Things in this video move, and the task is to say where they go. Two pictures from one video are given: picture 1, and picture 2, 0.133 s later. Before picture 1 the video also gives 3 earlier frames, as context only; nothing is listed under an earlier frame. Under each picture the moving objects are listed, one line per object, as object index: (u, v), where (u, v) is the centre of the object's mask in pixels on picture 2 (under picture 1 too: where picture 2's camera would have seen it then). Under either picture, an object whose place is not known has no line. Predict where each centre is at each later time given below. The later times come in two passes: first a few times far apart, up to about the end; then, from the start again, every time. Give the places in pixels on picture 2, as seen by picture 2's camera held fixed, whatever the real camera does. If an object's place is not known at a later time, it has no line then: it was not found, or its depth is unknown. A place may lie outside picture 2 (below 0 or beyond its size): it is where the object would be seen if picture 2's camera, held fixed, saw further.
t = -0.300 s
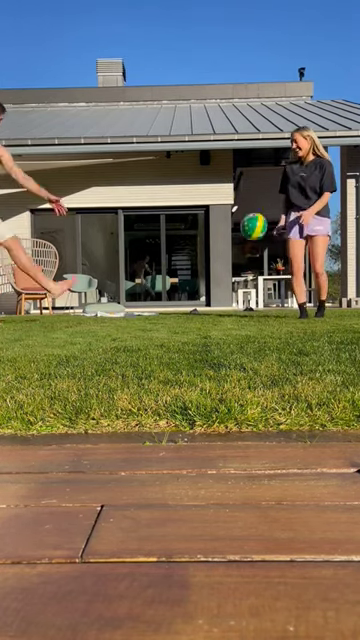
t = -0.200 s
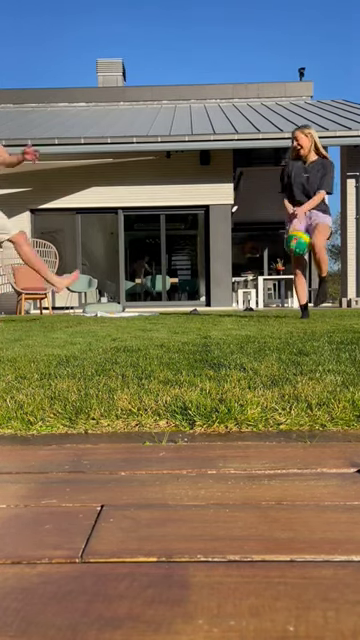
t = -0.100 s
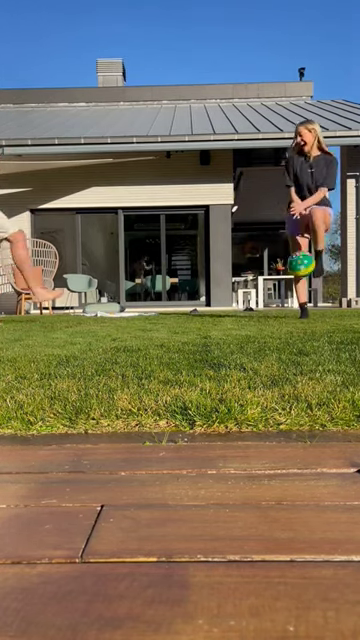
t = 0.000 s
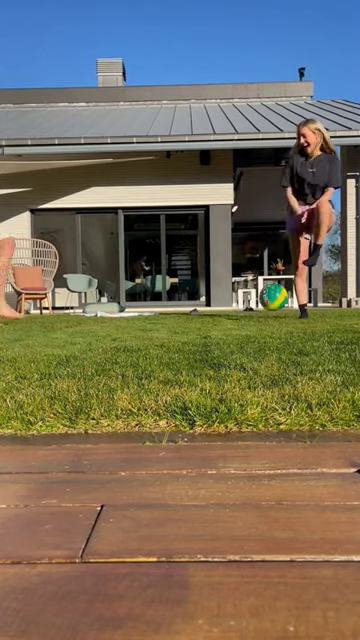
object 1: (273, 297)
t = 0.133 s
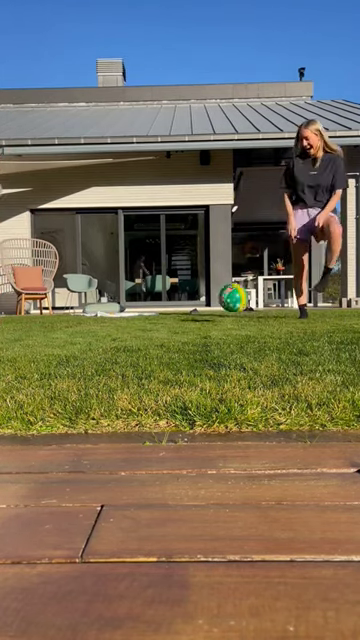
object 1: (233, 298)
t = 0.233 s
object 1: (201, 291)
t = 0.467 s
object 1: (121, 311)
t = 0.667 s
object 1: (54, 301)
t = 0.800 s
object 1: (10, 316)
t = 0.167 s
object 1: (222, 294)
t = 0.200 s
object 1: (212, 291)
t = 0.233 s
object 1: (201, 291)
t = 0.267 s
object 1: (191, 291)
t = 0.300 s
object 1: (179, 293)
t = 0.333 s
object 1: (168, 297)
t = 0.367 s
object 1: (157, 302)
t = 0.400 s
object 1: (144, 309)
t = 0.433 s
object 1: (133, 315)
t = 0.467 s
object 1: (121, 311)
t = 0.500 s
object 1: (111, 305)
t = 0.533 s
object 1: (100, 302)
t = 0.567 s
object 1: (89, 300)
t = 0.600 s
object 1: (77, 298)
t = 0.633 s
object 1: (66, 298)
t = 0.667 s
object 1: (54, 301)
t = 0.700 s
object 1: (41, 305)
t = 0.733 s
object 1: (29, 311)
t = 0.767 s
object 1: (16, 317)
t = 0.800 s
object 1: (10, 316)
